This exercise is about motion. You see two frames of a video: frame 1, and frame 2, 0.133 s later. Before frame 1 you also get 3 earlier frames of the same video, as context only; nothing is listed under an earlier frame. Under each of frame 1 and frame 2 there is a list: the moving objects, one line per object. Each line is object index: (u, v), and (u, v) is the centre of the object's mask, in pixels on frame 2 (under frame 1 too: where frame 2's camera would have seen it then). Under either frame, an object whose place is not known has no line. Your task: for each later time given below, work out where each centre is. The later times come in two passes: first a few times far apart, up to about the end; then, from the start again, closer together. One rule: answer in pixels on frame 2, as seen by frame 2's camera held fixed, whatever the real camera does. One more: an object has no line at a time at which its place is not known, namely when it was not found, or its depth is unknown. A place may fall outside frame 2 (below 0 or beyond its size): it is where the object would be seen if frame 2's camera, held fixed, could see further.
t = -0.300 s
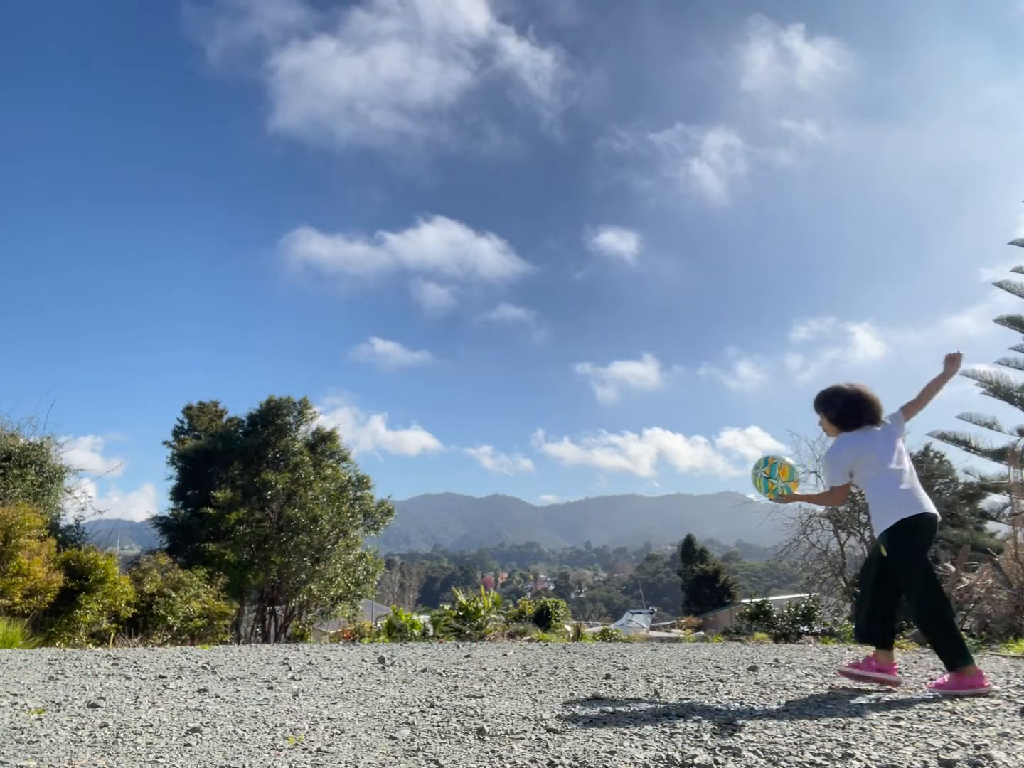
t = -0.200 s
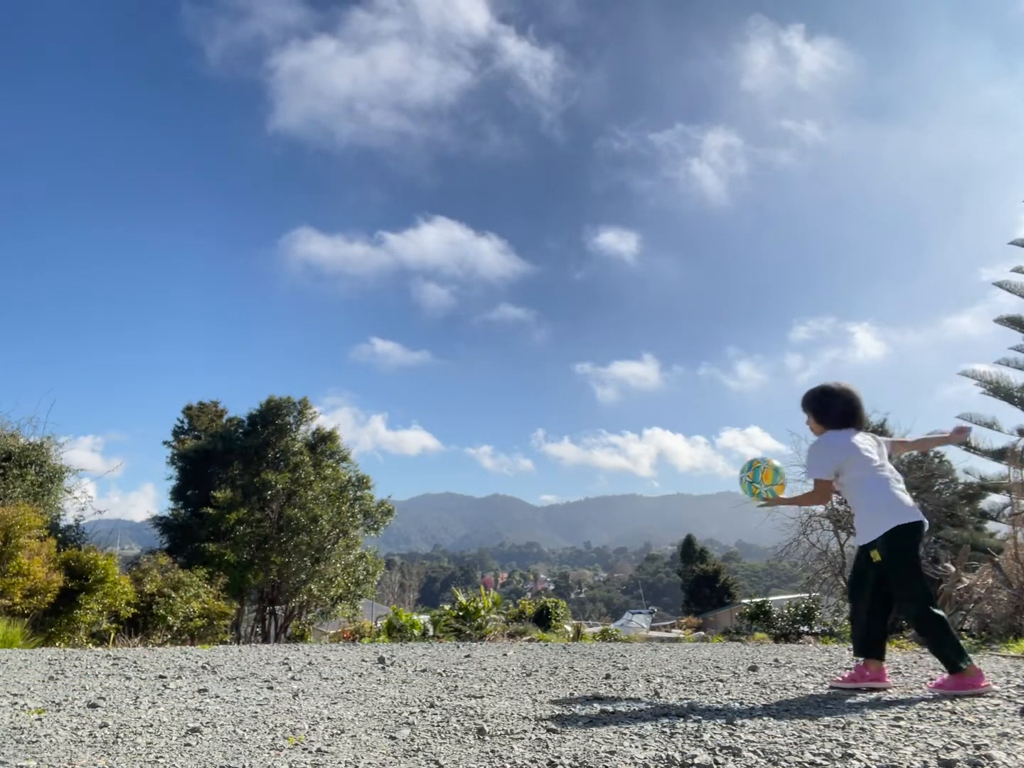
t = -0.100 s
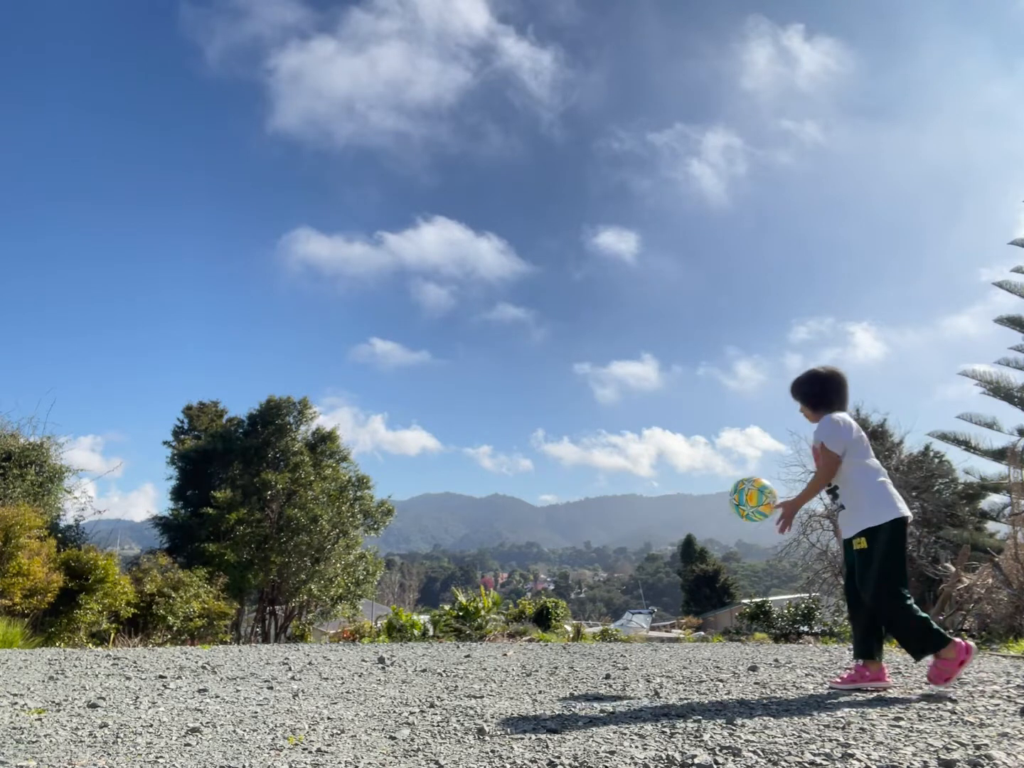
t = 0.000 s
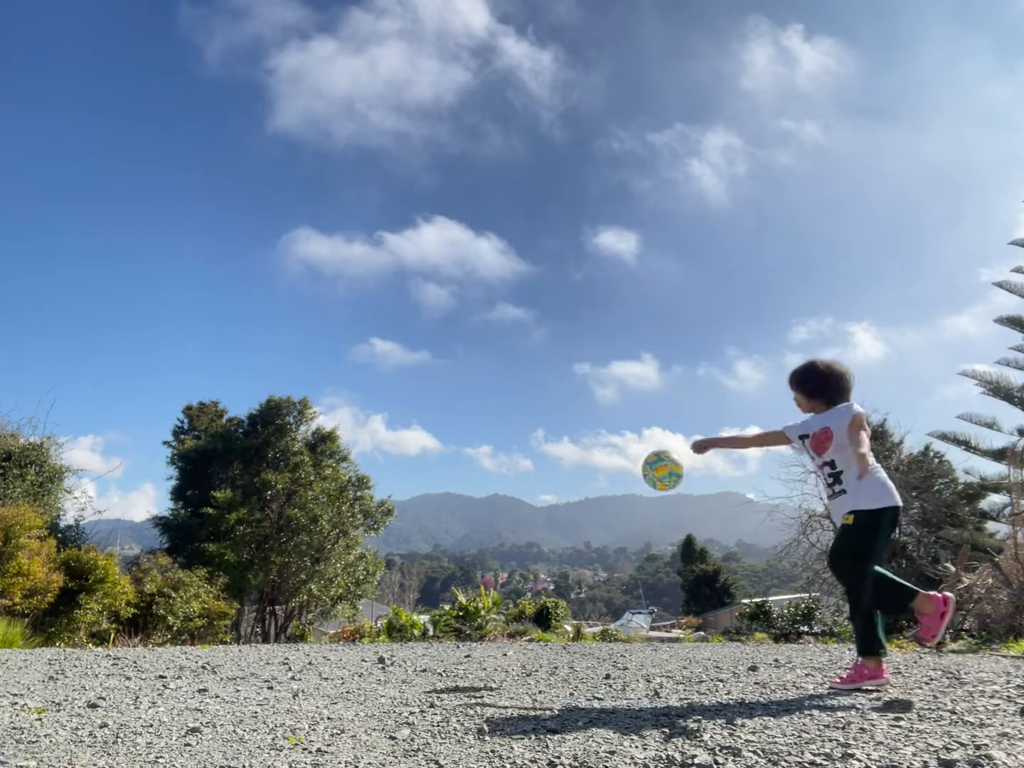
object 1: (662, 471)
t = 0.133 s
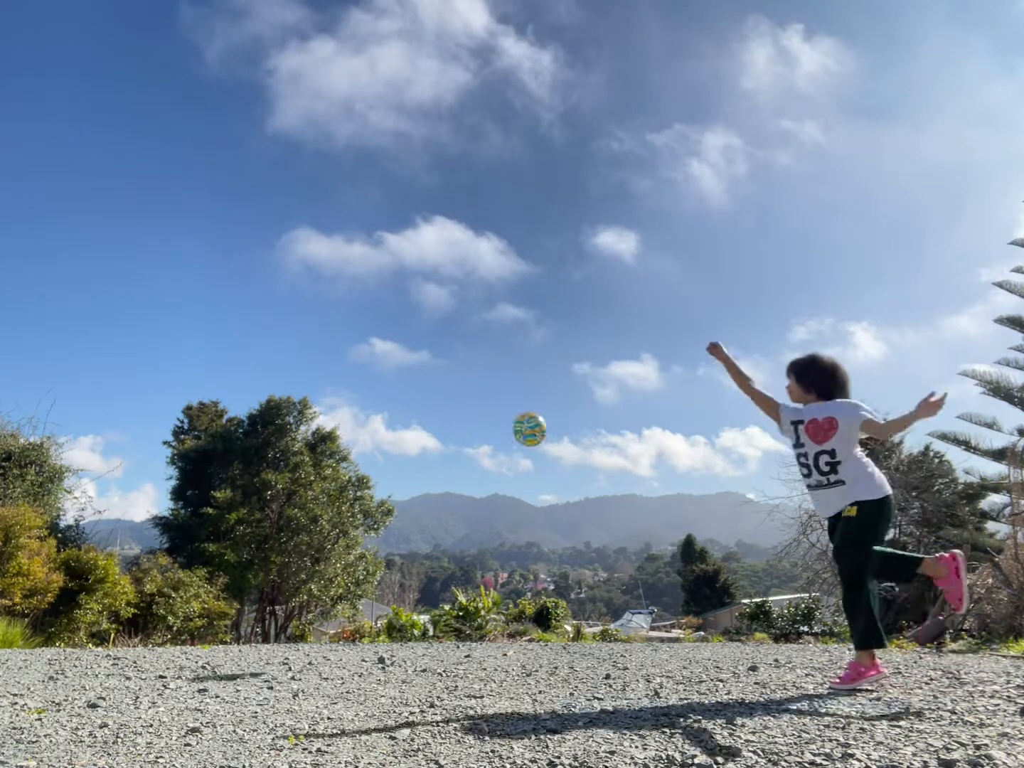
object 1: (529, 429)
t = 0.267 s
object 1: (445, 427)
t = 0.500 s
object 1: (353, 475)
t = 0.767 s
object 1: (287, 579)
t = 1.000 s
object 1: (262, 600)
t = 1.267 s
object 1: (255, 581)
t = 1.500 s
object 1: (245, 619)
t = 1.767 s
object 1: (235, 608)
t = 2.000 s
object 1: (226, 606)
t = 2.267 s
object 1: (214, 644)
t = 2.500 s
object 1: (212, 607)
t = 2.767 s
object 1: (207, 612)
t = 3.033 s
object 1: (202, 645)
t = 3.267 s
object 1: (205, 632)
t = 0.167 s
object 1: (505, 427)
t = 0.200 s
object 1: (483, 426)
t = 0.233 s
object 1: (463, 426)
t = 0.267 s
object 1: (445, 427)
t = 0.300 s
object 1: (429, 431)
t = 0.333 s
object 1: (413, 436)
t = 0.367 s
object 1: (399, 442)
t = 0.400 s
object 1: (387, 449)
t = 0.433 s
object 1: (375, 456)
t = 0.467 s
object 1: (364, 466)
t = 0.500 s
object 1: (353, 475)
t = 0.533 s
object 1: (345, 486)
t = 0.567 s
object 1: (336, 497)
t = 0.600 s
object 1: (327, 509)
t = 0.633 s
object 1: (318, 521)
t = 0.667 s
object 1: (310, 535)
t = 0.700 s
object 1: (302, 549)
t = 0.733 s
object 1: (294, 564)
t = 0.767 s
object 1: (287, 579)
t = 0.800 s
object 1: (280, 595)
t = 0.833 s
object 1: (273, 612)
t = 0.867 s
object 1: (266, 630)
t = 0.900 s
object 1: (264, 632)
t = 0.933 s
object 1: (263, 619)
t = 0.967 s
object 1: (263, 608)
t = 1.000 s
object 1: (262, 600)
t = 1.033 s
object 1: (262, 593)
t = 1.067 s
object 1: (261, 587)
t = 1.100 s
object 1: (260, 583)
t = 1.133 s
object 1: (259, 580)
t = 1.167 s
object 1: (258, 578)
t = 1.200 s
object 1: (257, 578)
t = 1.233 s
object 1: (256, 579)
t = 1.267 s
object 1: (255, 581)
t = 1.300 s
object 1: (253, 583)
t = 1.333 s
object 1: (252, 587)
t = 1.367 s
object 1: (251, 592)
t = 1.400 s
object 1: (249, 597)
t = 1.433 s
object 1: (248, 604)
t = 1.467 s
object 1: (246, 611)
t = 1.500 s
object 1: (245, 619)
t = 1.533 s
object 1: (243, 627)
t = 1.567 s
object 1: (241, 637)
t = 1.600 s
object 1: (241, 637)
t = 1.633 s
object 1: (239, 630)
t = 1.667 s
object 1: (238, 623)
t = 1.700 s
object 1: (238, 617)
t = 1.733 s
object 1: (236, 611)
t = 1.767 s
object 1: (235, 608)
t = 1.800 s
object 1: (234, 605)
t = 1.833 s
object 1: (233, 603)
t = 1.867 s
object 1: (232, 602)
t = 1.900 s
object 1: (231, 602)
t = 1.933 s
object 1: (230, 602)
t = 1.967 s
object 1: (228, 604)
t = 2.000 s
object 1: (226, 606)
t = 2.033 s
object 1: (225, 610)
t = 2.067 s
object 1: (223, 614)
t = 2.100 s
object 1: (222, 618)
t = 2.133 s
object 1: (220, 624)
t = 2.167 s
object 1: (219, 630)
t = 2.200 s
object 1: (217, 637)
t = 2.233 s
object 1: (215, 643)
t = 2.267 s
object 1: (214, 644)
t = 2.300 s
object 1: (214, 639)
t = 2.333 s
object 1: (214, 631)
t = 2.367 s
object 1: (213, 625)
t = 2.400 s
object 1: (213, 619)
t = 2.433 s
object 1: (213, 614)
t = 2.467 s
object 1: (213, 610)
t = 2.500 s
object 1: (212, 607)
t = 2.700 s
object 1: (209, 606)
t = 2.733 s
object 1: (208, 609)
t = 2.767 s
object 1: (207, 612)
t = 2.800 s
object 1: (206, 616)
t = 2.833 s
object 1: (206, 621)
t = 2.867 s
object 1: (204, 627)
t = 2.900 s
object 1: (203, 633)
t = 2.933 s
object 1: (203, 639)
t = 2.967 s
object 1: (203, 644)
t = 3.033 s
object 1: (202, 645)
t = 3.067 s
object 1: (202, 643)
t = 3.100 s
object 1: (203, 641)
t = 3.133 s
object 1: (203, 637)
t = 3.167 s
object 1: (204, 635)
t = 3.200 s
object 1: (204, 633)
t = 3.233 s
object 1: (205, 632)
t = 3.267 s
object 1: (205, 632)
